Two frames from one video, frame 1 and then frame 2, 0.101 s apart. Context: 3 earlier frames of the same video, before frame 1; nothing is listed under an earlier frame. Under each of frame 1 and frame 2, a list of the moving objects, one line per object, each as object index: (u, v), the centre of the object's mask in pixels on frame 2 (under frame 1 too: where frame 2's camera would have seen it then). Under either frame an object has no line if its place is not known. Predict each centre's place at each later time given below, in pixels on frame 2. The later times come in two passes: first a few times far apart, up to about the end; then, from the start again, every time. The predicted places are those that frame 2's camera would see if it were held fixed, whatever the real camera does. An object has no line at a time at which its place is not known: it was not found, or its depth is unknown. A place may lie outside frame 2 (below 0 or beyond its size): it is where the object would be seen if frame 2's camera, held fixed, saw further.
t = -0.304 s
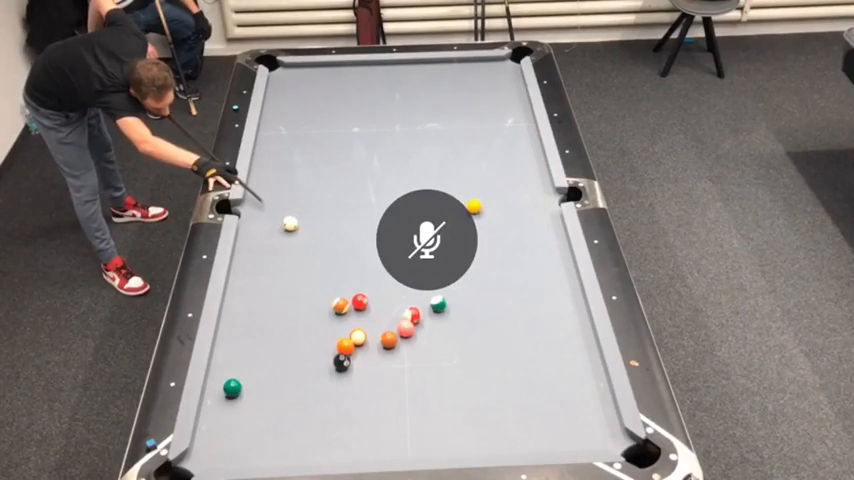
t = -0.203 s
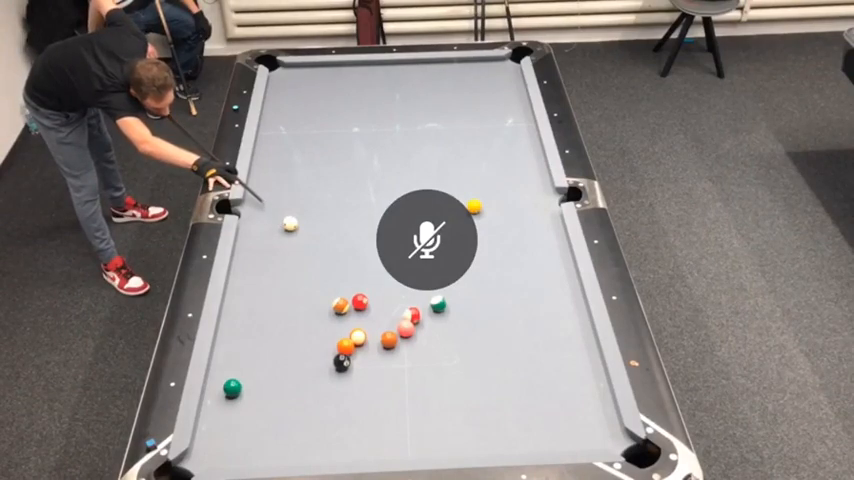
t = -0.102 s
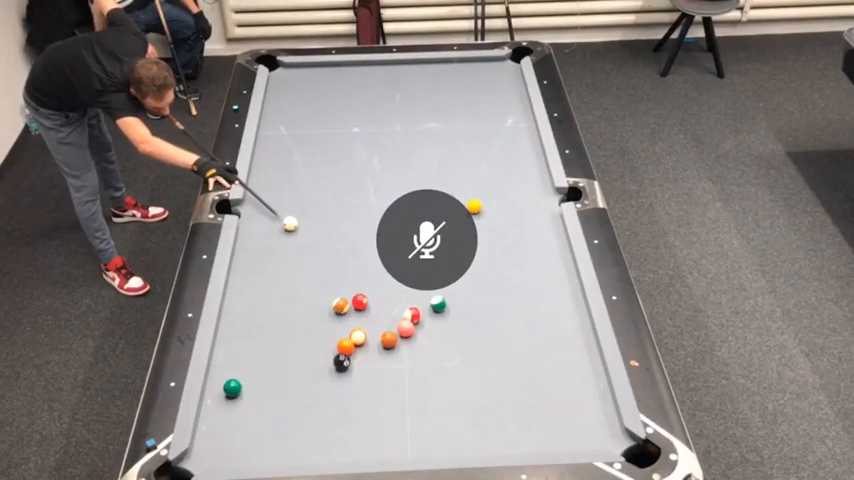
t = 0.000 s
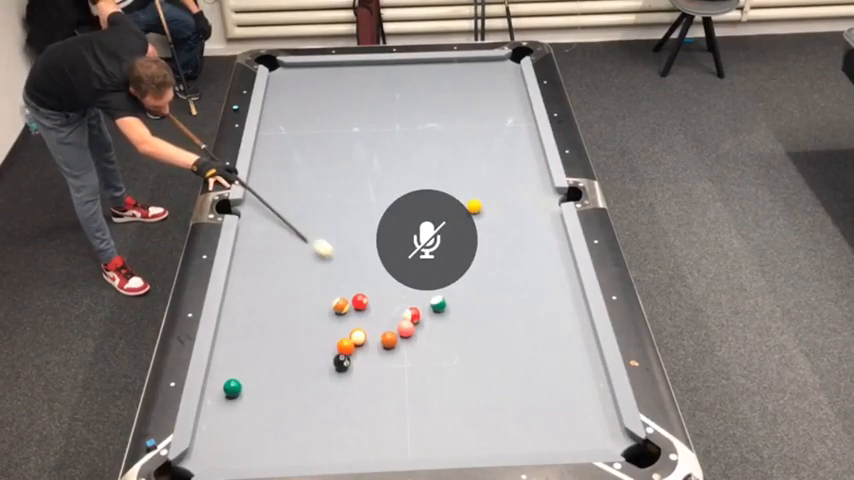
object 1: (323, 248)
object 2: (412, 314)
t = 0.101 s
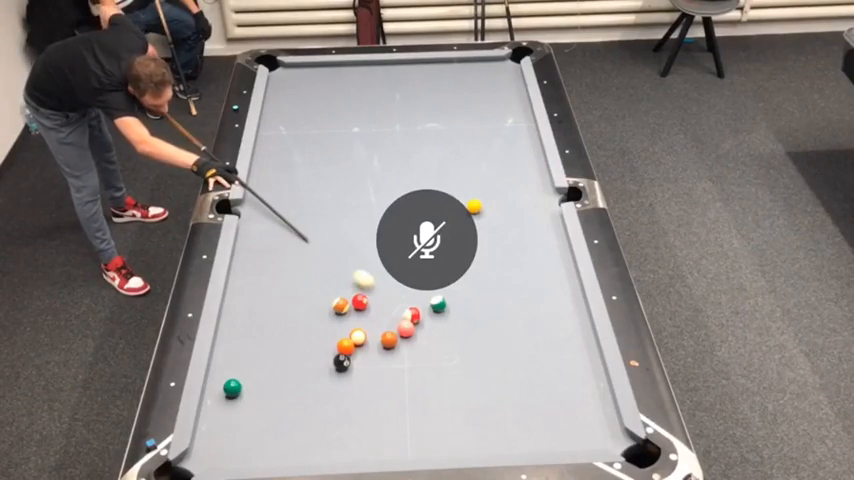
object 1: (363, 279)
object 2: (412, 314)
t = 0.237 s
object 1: (399, 309)
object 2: (431, 326)
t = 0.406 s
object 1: (384, 309)
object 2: (518, 379)
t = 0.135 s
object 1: (377, 289)
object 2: (412, 314)
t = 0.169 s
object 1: (390, 299)
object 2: (412, 314)
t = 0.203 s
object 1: (400, 308)
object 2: (416, 316)
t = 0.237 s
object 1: (399, 309)
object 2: (431, 326)
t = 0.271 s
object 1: (397, 310)
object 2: (446, 336)
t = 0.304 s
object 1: (395, 310)
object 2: (460, 344)
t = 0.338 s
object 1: (392, 311)
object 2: (476, 353)
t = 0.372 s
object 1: (390, 310)
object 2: (490, 362)
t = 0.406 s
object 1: (384, 309)
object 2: (518, 379)
